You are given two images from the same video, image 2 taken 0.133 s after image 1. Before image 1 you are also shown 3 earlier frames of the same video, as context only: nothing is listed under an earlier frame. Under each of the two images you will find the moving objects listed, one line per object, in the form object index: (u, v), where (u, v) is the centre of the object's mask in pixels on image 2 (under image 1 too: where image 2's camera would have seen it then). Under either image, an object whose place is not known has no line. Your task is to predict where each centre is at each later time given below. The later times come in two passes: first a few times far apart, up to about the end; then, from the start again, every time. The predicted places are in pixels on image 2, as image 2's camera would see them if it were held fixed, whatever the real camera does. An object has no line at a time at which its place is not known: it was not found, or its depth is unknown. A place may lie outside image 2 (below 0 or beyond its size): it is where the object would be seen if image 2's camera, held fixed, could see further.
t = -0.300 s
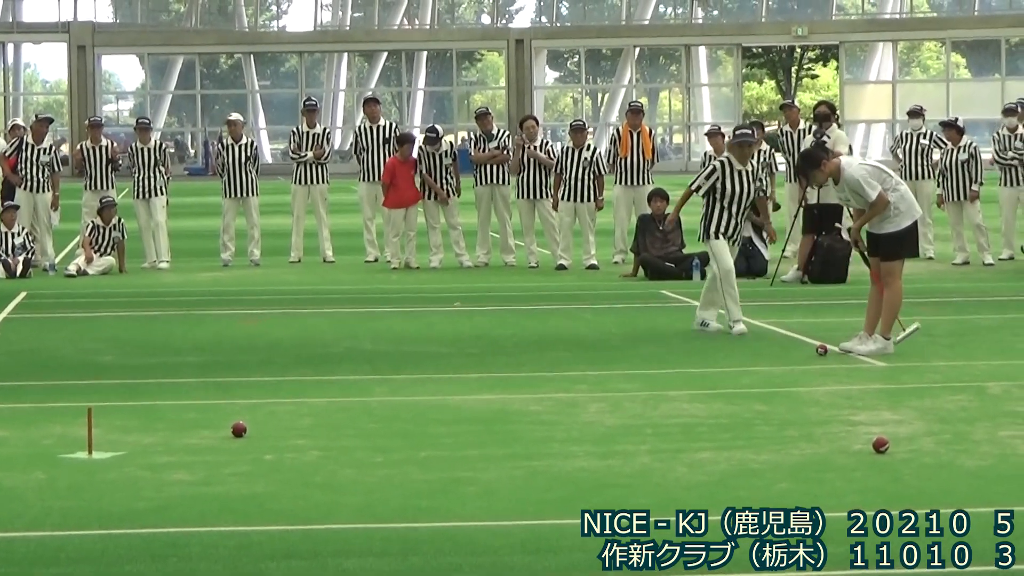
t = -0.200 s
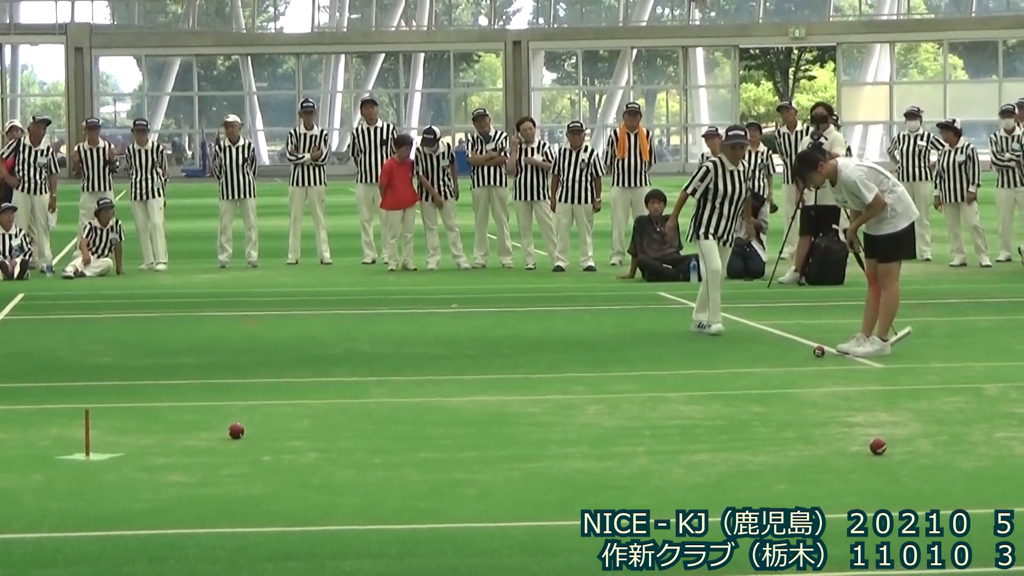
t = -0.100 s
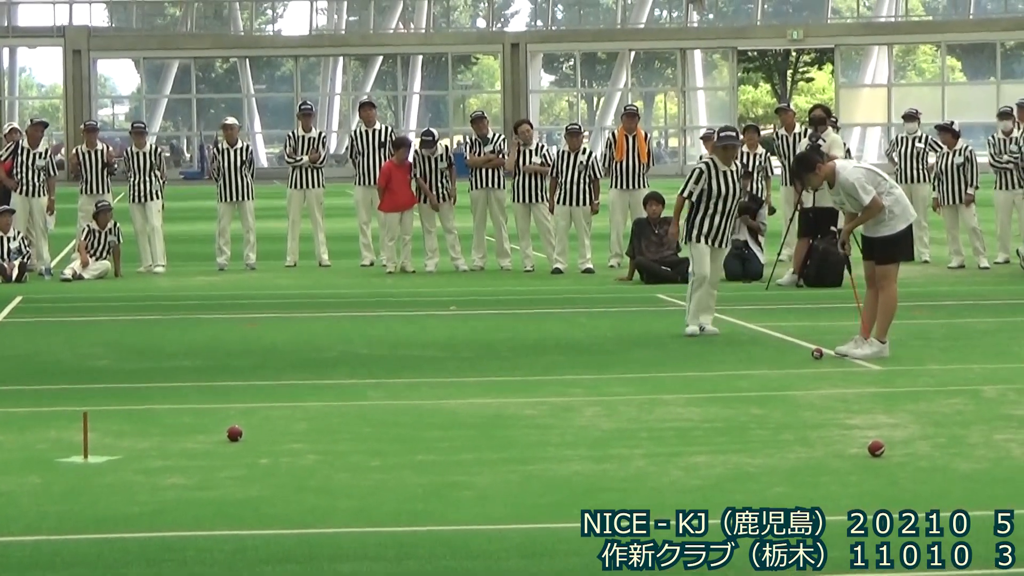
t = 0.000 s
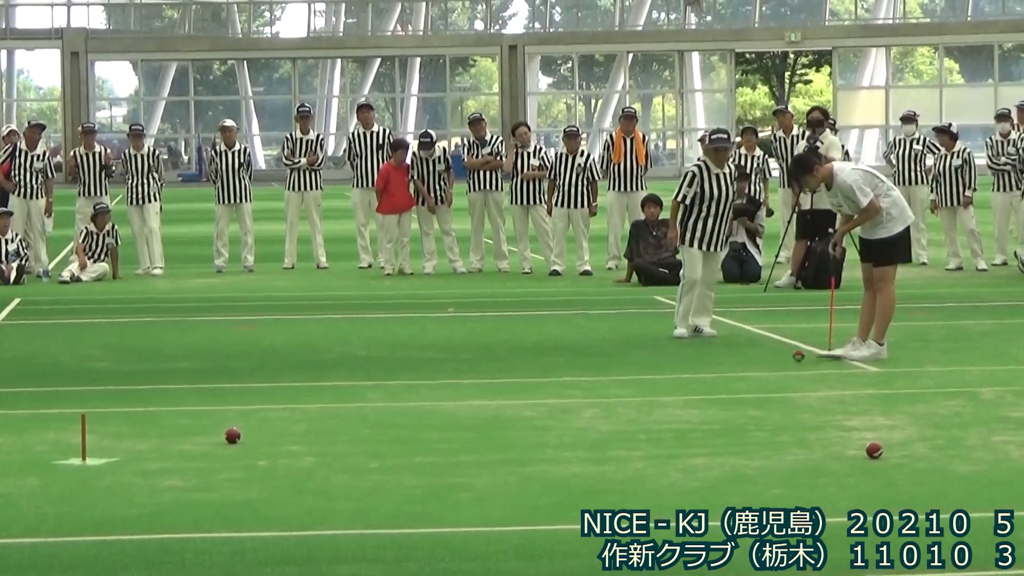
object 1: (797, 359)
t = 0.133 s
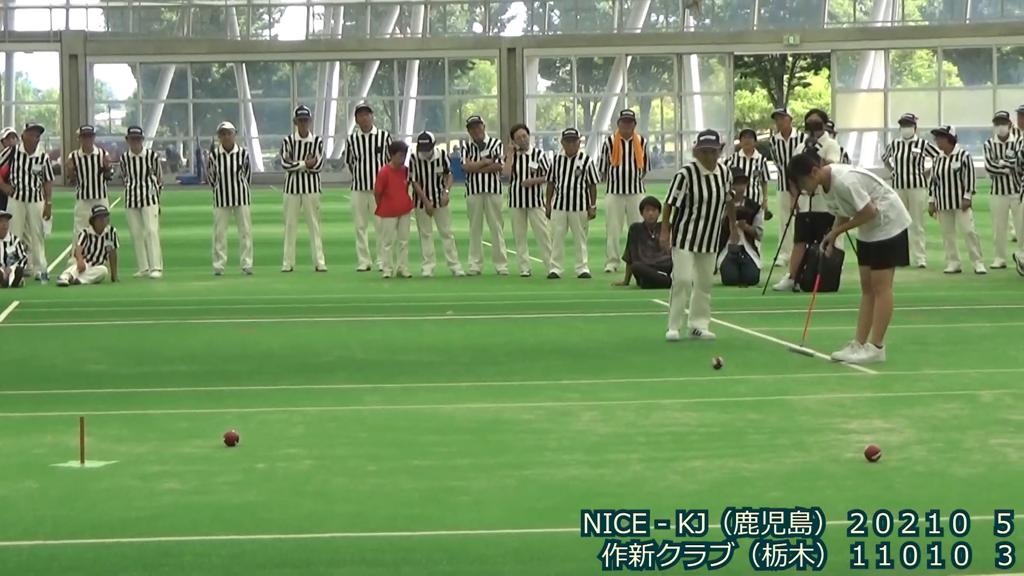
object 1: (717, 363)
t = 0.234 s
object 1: (661, 366)
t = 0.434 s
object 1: (560, 371)
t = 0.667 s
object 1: (456, 376)
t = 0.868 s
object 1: (369, 379)
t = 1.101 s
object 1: (269, 384)
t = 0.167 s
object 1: (698, 364)
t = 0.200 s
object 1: (679, 365)
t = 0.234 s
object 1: (661, 366)
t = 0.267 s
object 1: (643, 366)
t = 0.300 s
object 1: (626, 368)
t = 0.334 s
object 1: (608, 368)
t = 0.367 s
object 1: (592, 370)
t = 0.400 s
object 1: (575, 371)
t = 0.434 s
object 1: (560, 371)
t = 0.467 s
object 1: (545, 372)
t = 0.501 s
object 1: (529, 373)
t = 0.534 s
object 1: (514, 374)
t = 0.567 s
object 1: (500, 374)
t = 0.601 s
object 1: (485, 375)
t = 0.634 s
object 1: (470, 376)
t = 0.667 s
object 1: (456, 376)
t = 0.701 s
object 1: (441, 377)
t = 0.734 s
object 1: (426, 377)
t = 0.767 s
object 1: (412, 378)
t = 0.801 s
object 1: (398, 378)
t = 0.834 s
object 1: (383, 379)
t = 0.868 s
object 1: (369, 379)
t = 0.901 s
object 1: (354, 380)
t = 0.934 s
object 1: (340, 380)
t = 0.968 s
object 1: (326, 381)
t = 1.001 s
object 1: (312, 381)
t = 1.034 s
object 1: (297, 383)
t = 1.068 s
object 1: (283, 384)
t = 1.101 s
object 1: (269, 384)
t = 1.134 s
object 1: (255, 385)
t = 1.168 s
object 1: (241, 385)
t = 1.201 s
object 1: (227, 386)
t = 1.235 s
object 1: (213, 386)
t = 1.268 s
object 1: (199, 388)
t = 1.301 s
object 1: (185, 389)
